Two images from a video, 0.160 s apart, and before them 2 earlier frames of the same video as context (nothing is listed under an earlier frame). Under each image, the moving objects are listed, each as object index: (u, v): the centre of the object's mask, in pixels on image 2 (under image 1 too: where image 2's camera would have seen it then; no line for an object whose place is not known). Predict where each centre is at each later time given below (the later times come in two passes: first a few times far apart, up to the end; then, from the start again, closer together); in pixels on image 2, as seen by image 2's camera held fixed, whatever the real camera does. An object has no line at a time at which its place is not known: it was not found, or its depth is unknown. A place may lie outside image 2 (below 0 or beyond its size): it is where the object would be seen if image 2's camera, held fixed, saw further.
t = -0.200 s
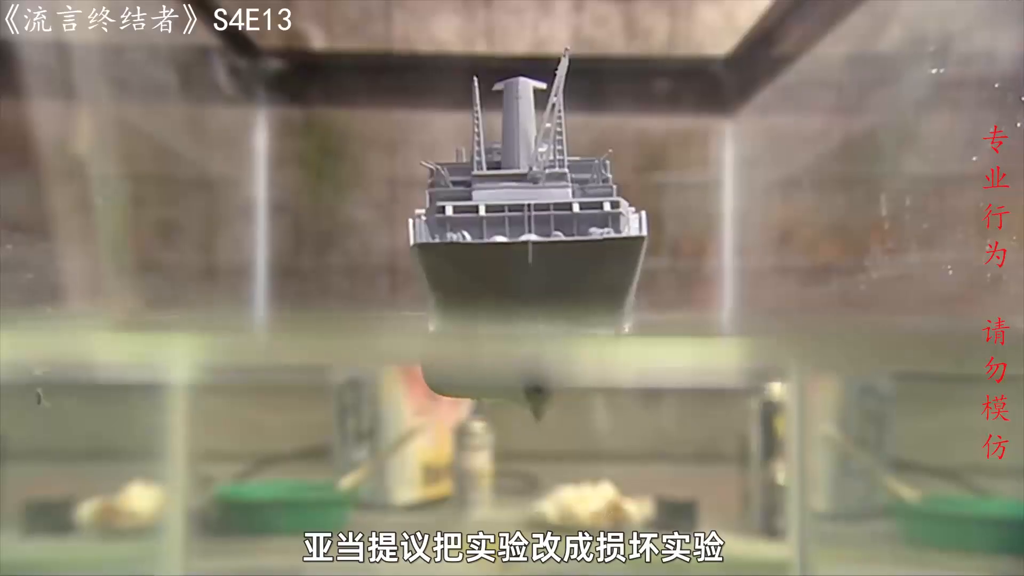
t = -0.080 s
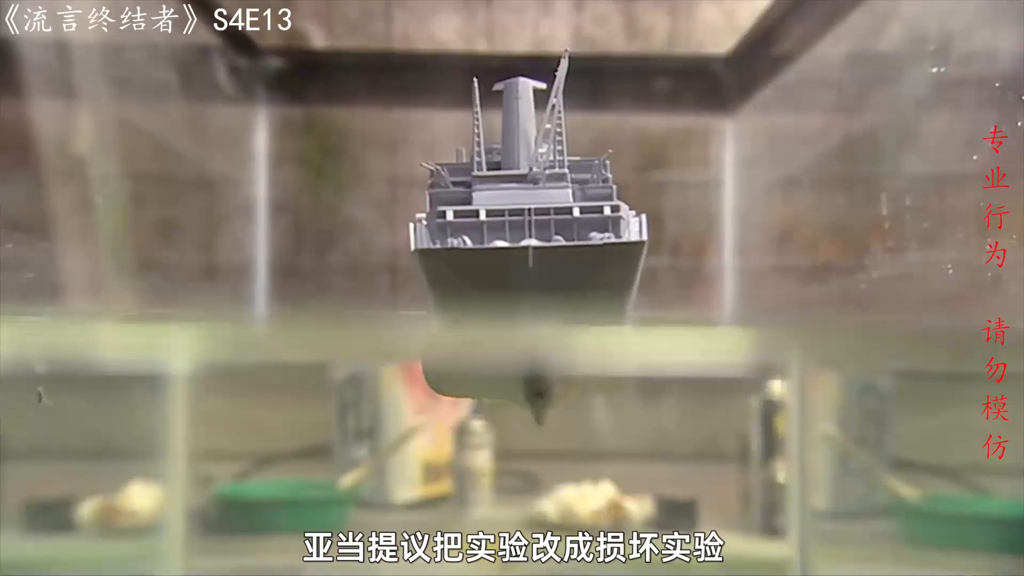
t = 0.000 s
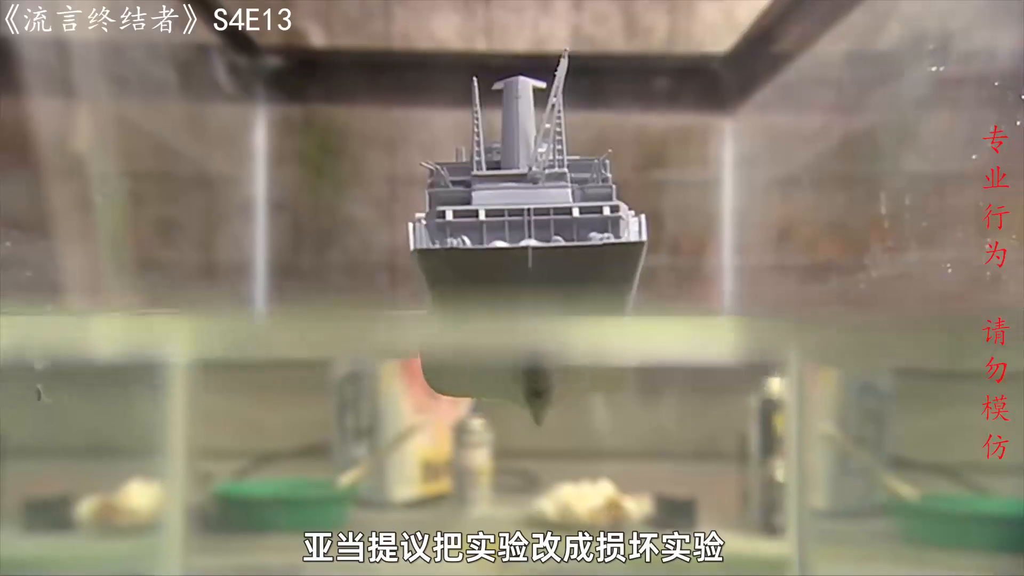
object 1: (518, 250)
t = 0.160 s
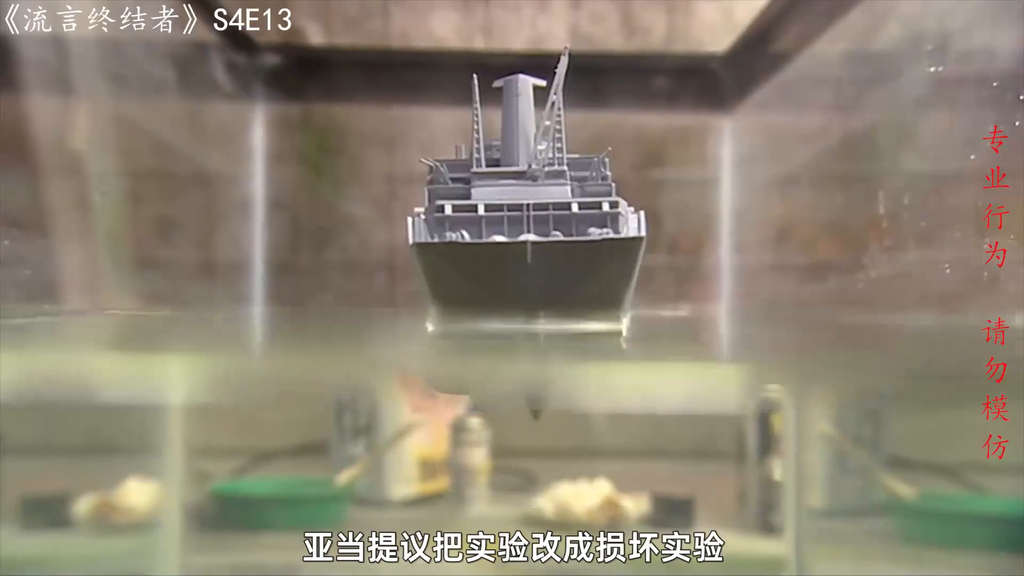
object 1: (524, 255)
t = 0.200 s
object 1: (524, 257)
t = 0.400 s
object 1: (520, 247)
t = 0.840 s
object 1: (524, 251)
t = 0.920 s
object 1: (523, 247)
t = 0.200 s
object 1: (524, 257)
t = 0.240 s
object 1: (524, 256)
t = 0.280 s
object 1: (524, 254)
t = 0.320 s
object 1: (523, 252)
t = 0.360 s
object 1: (522, 250)
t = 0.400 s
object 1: (520, 247)
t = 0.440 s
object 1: (520, 249)
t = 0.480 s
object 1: (521, 250)
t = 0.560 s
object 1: (521, 250)
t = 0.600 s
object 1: (521, 250)
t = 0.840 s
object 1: (524, 251)
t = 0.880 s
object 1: (523, 248)
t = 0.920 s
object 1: (523, 247)
